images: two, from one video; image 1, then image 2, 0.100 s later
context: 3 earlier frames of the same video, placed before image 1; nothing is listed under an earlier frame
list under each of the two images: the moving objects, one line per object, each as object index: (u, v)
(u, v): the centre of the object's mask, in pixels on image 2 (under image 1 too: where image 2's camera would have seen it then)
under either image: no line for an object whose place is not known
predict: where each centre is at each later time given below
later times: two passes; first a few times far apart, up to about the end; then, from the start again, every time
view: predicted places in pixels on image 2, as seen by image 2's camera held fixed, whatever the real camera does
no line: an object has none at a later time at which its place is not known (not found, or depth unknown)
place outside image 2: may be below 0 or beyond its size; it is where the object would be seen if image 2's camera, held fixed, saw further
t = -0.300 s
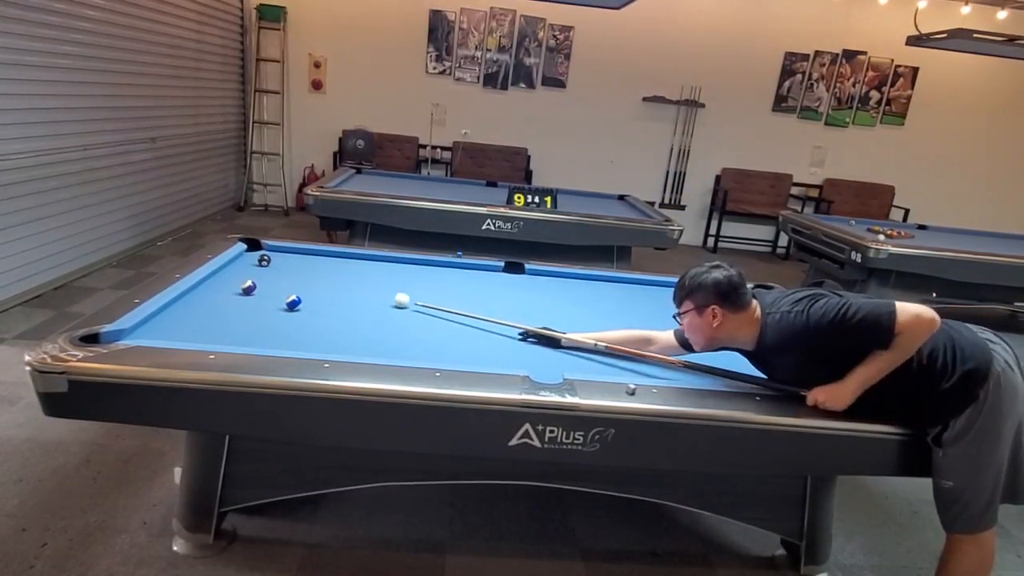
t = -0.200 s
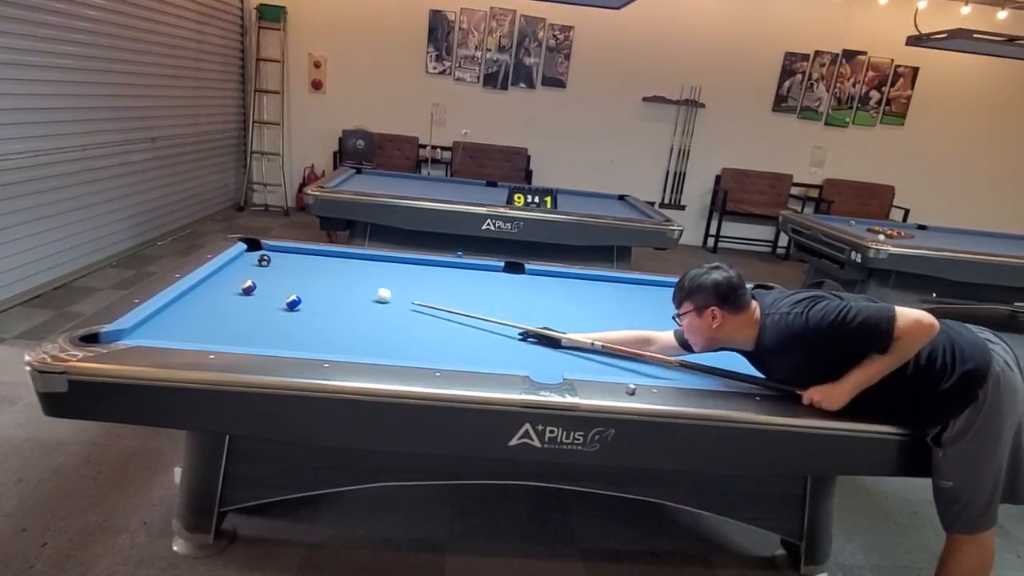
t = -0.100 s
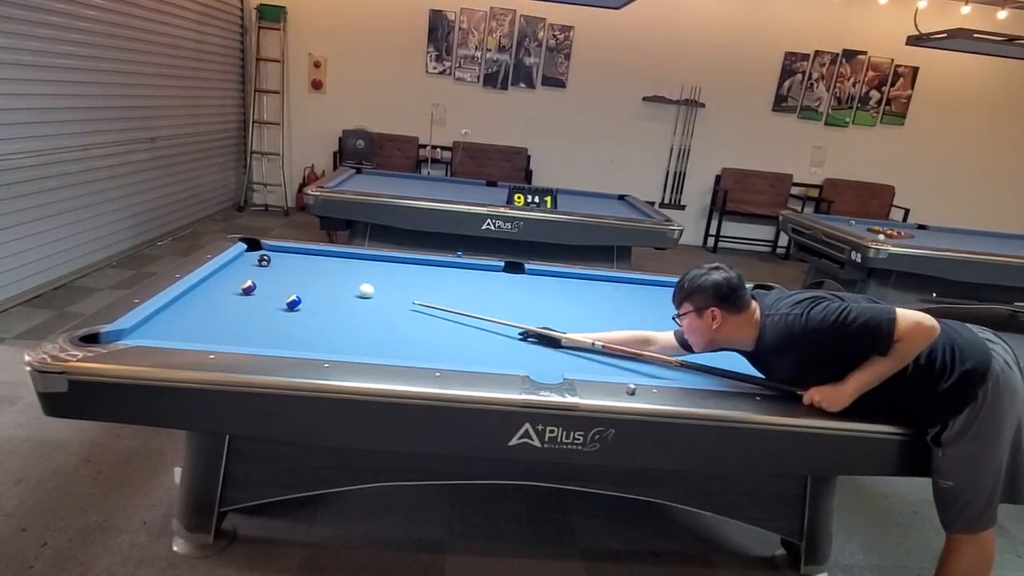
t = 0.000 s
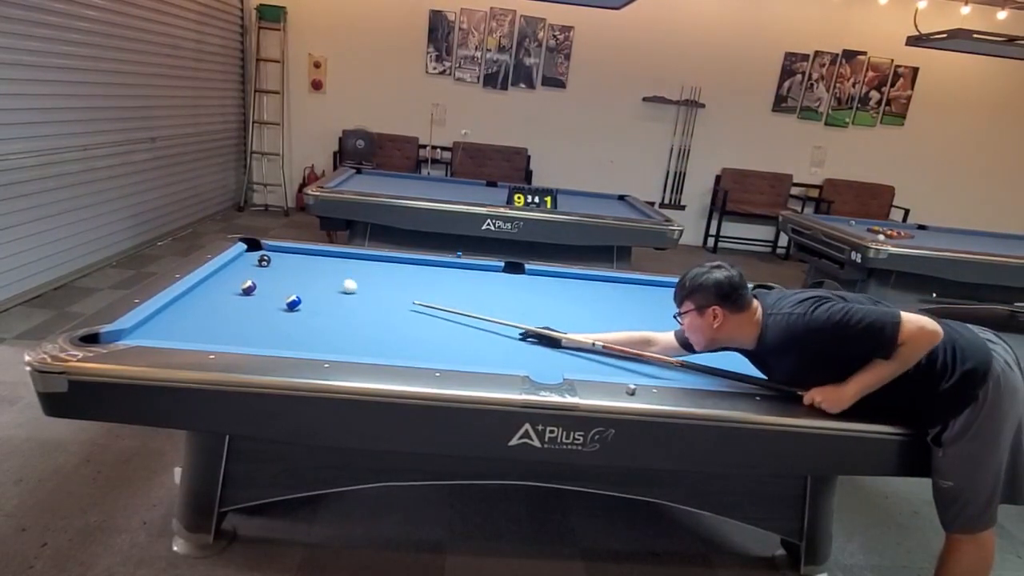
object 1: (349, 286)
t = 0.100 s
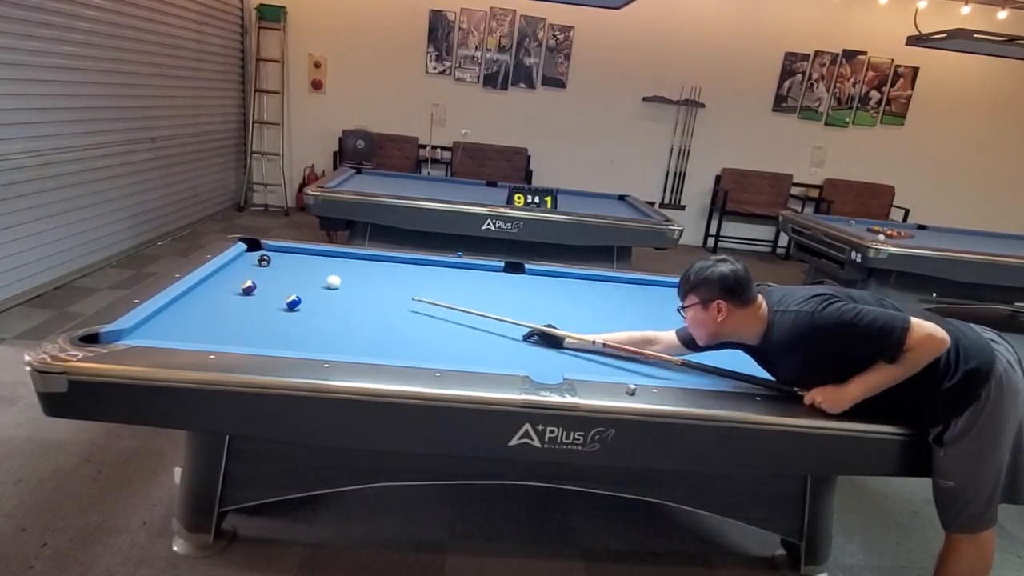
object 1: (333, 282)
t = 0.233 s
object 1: (313, 276)
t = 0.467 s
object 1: (279, 267)
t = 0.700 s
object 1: (248, 262)
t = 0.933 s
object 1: (244, 262)
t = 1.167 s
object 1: (259, 264)
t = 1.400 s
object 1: (273, 265)
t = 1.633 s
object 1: (286, 266)
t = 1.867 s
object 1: (298, 267)
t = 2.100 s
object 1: (309, 268)
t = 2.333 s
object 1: (319, 269)
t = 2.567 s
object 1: (327, 270)
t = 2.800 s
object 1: (335, 270)
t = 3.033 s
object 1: (343, 270)
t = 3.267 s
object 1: (349, 271)
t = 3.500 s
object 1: (354, 272)
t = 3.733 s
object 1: (358, 272)
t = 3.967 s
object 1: (362, 272)
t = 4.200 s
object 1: (364, 273)
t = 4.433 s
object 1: (366, 273)
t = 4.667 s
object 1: (366, 273)
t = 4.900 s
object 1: (366, 273)
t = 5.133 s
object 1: (366, 272)
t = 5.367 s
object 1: (366, 273)
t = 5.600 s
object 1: (366, 272)
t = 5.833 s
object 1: (366, 273)
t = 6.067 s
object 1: (366, 272)
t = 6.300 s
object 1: (366, 273)
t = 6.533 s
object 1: (366, 273)
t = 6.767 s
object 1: (366, 273)
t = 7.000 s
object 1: (366, 272)
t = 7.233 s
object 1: (366, 273)
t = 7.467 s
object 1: (366, 273)
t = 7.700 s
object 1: (366, 273)
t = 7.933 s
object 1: (366, 273)
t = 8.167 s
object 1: (366, 273)
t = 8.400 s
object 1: (366, 273)
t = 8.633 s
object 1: (366, 273)
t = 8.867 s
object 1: (366, 273)
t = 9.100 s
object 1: (366, 273)
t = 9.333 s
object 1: (366, 273)
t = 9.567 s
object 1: (366, 272)
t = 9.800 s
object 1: (366, 273)
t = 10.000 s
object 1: (366, 273)
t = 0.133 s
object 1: (328, 280)
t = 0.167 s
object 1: (323, 279)
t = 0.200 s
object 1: (317, 277)
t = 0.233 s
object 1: (313, 276)
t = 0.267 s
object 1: (308, 275)
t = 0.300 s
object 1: (303, 274)
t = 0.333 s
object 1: (298, 272)
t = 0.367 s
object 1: (293, 271)
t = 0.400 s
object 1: (288, 270)
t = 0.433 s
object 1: (284, 269)
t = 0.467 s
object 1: (279, 267)
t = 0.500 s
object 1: (274, 266)
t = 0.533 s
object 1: (269, 265)
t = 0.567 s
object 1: (265, 264)
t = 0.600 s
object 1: (260, 264)
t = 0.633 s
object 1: (256, 263)
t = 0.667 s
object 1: (252, 263)
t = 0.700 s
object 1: (248, 262)
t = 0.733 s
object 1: (244, 262)
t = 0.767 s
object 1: (239, 262)
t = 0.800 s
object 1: (236, 261)
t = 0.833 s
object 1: (238, 262)
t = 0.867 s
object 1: (240, 262)
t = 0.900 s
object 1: (242, 262)
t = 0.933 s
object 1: (244, 262)
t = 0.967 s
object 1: (247, 262)
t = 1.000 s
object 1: (249, 263)
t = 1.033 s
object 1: (251, 263)
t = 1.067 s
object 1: (253, 263)
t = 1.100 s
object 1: (255, 263)
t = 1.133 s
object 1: (257, 263)
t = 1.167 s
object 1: (259, 264)
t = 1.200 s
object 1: (261, 264)
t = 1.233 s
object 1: (264, 264)
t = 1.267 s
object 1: (265, 264)
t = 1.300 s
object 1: (268, 265)
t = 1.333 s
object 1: (270, 265)
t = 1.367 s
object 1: (271, 265)
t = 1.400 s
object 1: (273, 265)
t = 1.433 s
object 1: (275, 265)
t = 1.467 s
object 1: (277, 265)
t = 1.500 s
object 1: (279, 266)
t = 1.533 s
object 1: (280, 266)
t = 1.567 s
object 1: (282, 266)
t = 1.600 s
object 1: (284, 266)
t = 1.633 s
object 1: (286, 266)
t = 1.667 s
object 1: (288, 266)
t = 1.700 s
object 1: (289, 266)
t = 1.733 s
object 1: (291, 267)
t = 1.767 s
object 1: (293, 267)
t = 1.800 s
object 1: (294, 267)
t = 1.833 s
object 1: (296, 267)
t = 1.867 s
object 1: (298, 267)
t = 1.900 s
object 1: (299, 267)
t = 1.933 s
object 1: (301, 267)
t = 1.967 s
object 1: (302, 268)
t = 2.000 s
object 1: (304, 268)
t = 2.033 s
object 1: (306, 268)
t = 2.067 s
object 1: (307, 268)
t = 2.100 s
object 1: (309, 268)
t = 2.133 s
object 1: (310, 268)
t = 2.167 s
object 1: (312, 268)
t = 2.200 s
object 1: (313, 268)
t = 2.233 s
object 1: (314, 268)
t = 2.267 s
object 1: (316, 269)
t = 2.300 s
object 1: (317, 269)
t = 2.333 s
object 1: (319, 269)
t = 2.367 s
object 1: (320, 269)
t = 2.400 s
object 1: (321, 269)
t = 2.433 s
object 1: (322, 269)
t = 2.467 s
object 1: (323, 269)
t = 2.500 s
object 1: (325, 269)
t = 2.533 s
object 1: (326, 269)
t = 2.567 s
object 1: (327, 270)
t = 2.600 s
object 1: (329, 270)
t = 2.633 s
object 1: (330, 270)
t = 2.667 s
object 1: (331, 270)
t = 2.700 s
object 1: (332, 270)
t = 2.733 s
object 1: (333, 270)
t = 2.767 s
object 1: (335, 270)
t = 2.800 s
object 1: (335, 270)
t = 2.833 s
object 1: (337, 270)
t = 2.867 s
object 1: (338, 270)
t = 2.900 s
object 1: (339, 270)
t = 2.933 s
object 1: (340, 270)
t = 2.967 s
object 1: (341, 270)
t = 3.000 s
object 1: (342, 270)
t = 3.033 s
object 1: (343, 270)
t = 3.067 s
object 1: (344, 271)
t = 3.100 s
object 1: (345, 271)
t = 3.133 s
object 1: (346, 271)
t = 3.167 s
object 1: (347, 271)
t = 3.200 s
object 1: (348, 271)
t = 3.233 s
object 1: (348, 271)
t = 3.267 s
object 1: (349, 271)
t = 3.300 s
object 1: (350, 271)
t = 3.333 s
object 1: (351, 271)
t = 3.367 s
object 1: (351, 271)
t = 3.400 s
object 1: (352, 271)
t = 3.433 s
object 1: (353, 272)
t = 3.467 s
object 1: (353, 272)
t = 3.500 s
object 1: (354, 272)
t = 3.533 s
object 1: (355, 272)
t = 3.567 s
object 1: (355, 272)
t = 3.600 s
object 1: (356, 272)
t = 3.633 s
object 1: (356, 272)
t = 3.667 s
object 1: (357, 272)
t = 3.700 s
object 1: (357, 272)
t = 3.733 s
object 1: (358, 272)
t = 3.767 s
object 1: (358, 272)
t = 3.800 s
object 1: (359, 272)
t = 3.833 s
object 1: (360, 272)
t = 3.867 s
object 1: (360, 272)
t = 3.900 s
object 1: (361, 272)
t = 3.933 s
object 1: (361, 272)
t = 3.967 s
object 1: (362, 272)
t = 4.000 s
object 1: (362, 272)
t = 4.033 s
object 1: (362, 272)
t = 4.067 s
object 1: (362, 272)
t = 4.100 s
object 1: (363, 272)
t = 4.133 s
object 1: (363, 272)
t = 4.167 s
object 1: (363, 273)
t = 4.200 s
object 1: (364, 273)
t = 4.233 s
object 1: (364, 273)
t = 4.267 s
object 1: (364, 272)
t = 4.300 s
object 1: (365, 273)
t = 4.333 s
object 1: (365, 273)
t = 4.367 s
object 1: (365, 273)
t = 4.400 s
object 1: (365, 273)
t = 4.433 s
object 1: (366, 273)
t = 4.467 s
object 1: (366, 273)
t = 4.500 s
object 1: (366, 273)
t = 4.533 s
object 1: (366, 273)
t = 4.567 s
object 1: (366, 273)
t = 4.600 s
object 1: (366, 273)
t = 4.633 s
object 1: (366, 273)
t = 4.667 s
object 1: (366, 273)
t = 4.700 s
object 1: (366, 273)
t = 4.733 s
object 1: (366, 273)
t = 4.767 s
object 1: (366, 273)
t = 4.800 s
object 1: (366, 272)
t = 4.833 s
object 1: (366, 273)
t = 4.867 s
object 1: (366, 273)
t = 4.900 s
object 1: (366, 273)
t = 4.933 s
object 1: (366, 273)
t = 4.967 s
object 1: (366, 272)
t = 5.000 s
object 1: (366, 272)
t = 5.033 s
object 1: (366, 272)
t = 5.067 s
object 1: (366, 273)
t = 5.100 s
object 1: (366, 273)
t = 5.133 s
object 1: (366, 272)
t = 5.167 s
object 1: (366, 273)
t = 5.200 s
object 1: (366, 273)
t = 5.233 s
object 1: (366, 273)
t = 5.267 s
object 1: (366, 273)
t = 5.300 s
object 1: (366, 273)
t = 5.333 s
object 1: (366, 273)
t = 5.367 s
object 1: (366, 273)
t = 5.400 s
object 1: (366, 273)
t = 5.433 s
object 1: (366, 273)
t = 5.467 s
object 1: (366, 272)
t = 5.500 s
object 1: (366, 272)
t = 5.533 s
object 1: (366, 272)
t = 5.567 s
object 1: (366, 272)
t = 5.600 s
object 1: (366, 272)
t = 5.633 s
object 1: (366, 273)
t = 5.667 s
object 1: (366, 273)
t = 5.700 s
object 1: (366, 273)
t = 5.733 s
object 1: (366, 273)
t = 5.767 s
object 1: (366, 273)
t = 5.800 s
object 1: (366, 273)
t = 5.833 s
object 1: (366, 273)
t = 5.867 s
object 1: (366, 273)
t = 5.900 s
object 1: (366, 273)
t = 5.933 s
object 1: (366, 273)
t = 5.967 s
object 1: (366, 273)
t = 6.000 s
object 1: (366, 273)
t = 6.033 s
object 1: (366, 272)
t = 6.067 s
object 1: (366, 272)
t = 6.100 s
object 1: (366, 272)
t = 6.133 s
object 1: (366, 272)
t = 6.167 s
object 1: (366, 273)
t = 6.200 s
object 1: (366, 273)
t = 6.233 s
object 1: (366, 273)
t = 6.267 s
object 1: (366, 273)
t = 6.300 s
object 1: (366, 273)
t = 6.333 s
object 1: (366, 273)
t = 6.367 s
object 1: (366, 272)
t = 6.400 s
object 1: (366, 273)
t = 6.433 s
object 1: (366, 273)
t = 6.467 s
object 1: (366, 273)
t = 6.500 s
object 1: (366, 273)
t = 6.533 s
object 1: (366, 273)
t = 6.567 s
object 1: (366, 273)
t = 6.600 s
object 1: (366, 273)
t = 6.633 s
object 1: (366, 273)
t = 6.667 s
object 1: (366, 273)
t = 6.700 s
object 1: (366, 273)
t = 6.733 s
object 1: (366, 273)
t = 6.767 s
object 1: (366, 273)
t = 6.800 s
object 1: (366, 272)
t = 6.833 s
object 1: (366, 273)
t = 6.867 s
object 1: (366, 273)
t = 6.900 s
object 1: (366, 273)
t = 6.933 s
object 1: (366, 273)
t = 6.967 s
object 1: (366, 272)
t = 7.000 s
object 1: (366, 272)
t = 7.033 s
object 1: (366, 272)
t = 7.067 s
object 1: (366, 273)
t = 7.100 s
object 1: (366, 273)
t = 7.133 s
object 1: (366, 272)
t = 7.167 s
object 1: (366, 273)
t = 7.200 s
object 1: (366, 272)
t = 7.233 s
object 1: (366, 273)
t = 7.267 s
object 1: (366, 273)
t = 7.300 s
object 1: (366, 273)
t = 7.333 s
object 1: (366, 273)
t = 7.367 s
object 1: (366, 273)
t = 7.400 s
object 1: (366, 273)
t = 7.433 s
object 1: (366, 273)
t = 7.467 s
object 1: (366, 273)
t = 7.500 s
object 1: (366, 273)
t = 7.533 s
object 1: (366, 273)
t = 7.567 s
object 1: (366, 273)
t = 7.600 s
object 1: (366, 273)
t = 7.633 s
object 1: (366, 273)
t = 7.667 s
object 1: (366, 273)
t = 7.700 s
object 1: (366, 273)
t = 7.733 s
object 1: (366, 273)
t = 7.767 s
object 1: (366, 273)
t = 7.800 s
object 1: (366, 273)
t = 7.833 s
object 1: (366, 273)
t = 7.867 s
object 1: (366, 273)
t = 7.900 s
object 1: (366, 273)
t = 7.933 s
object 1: (366, 273)
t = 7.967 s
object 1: (366, 273)
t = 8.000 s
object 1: (366, 273)
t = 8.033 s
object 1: (366, 272)
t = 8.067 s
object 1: (366, 273)
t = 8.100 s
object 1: (366, 273)
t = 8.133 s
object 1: (366, 273)
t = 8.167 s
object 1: (366, 273)
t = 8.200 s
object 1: (366, 273)
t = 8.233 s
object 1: (366, 273)
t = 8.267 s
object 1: (366, 273)
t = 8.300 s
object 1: (366, 273)
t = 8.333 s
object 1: (366, 273)
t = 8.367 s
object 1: (366, 273)
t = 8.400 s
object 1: (366, 273)
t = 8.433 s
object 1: (366, 273)
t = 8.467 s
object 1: (366, 273)
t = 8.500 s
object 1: (366, 273)
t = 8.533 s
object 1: (366, 273)
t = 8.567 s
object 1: (366, 272)
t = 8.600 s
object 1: (366, 273)
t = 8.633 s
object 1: (366, 273)
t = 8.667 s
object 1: (366, 273)
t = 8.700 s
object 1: (366, 273)
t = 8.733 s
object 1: (366, 273)
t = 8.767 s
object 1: (366, 273)
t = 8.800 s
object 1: (366, 273)
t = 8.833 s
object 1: (366, 273)
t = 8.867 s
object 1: (366, 273)
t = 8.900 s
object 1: (366, 273)
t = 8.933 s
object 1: (366, 273)
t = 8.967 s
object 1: (366, 273)
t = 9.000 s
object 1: (366, 273)
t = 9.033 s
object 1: (366, 273)
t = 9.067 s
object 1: (366, 273)
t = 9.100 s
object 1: (366, 273)
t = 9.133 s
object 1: (366, 273)
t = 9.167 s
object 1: (366, 273)
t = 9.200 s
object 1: (366, 273)
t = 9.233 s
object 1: (366, 273)
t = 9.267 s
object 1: (366, 273)
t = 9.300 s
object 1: (366, 273)
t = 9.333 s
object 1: (366, 273)
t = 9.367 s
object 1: (366, 273)
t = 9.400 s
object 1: (366, 273)
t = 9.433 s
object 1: (366, 272)
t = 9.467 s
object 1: (366, 272)
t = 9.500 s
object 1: (366, 272)
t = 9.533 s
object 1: (366, 273)
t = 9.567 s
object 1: (366, 272)
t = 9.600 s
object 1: (366, 273)
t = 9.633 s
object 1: (366, 273)
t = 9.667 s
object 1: (366, 272)
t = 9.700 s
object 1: (366, 273)
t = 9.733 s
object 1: (366, 273)
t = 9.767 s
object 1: (366, 273)
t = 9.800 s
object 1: (366, 273)
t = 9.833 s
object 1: (366, 273)
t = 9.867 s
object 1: (366, 273)
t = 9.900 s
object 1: (366, 273)
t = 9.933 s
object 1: (366, 273)
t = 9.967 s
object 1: (366, 273)
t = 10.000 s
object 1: (366, 273)
